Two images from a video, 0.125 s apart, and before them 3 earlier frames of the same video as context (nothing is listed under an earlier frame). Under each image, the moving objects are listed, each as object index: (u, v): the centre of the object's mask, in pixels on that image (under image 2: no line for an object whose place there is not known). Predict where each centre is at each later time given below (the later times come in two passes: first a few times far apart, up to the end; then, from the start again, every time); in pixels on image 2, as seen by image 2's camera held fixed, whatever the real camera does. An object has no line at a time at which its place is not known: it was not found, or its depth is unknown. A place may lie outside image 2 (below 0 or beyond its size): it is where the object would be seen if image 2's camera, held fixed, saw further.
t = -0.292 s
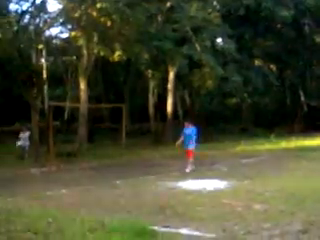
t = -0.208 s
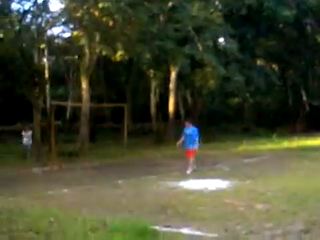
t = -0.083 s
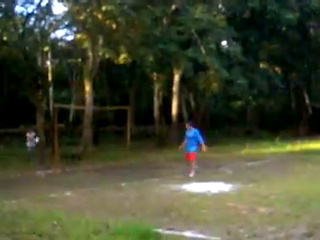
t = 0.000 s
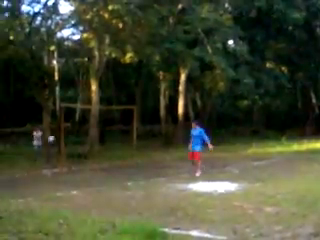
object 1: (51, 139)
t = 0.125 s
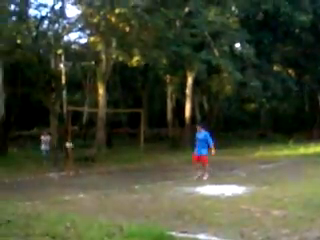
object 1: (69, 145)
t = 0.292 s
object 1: (84, 156)
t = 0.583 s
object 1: (104, 159)
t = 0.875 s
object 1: (120, 156)
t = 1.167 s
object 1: (138, 173)
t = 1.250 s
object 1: (144, 170)
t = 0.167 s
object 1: (72, 146)
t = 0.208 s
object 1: (77, 149)
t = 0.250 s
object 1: (81, 152)
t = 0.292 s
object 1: (84, 156)
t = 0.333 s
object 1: (88, 160)
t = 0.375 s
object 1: (93, 164)
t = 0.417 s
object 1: (97, 169)
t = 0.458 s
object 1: (99, 167)
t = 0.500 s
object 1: (101, 164)
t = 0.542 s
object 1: (103, 161)
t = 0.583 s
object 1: (104, 159)
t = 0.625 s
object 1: (107, 157)
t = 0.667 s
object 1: (109, 155)
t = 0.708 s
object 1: (111, 154)
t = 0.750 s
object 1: (114, 154)
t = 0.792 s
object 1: (115, 154)
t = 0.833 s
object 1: (118, 155)
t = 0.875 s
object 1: (120, 156)
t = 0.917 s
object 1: (122, 158)
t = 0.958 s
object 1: (125, 160)
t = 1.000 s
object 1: (127, 164)
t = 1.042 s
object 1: (130, 168)
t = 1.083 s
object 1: (132, 172)
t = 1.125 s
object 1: (135, 175)
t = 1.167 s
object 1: (138, 173)
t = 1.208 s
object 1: (141, 171)
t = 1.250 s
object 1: (144, 170)
